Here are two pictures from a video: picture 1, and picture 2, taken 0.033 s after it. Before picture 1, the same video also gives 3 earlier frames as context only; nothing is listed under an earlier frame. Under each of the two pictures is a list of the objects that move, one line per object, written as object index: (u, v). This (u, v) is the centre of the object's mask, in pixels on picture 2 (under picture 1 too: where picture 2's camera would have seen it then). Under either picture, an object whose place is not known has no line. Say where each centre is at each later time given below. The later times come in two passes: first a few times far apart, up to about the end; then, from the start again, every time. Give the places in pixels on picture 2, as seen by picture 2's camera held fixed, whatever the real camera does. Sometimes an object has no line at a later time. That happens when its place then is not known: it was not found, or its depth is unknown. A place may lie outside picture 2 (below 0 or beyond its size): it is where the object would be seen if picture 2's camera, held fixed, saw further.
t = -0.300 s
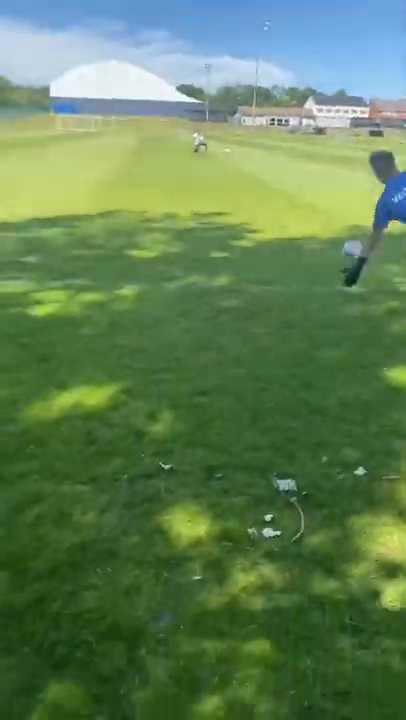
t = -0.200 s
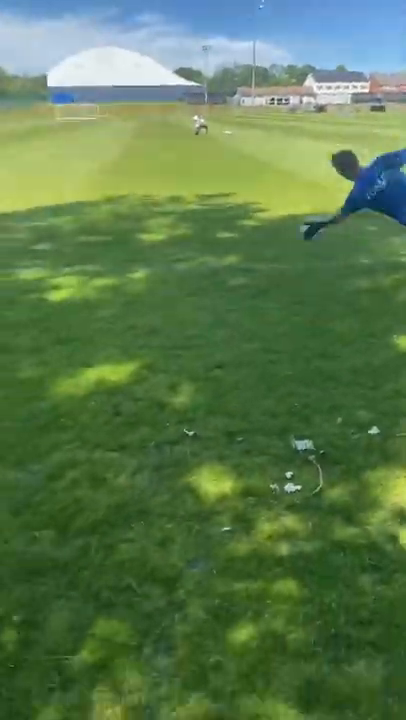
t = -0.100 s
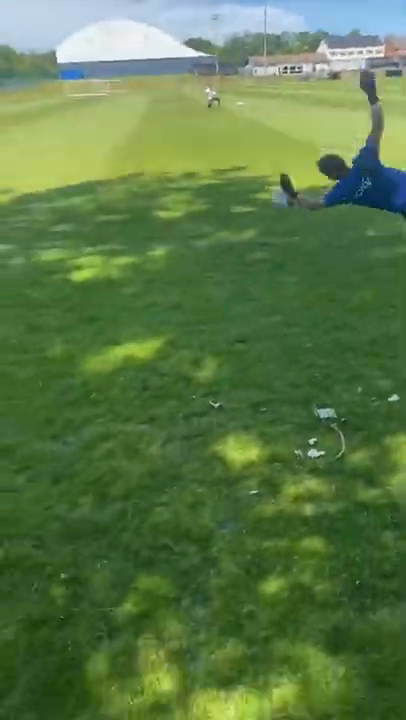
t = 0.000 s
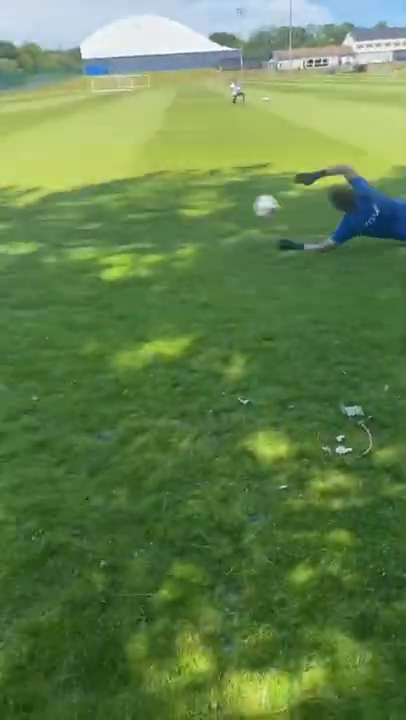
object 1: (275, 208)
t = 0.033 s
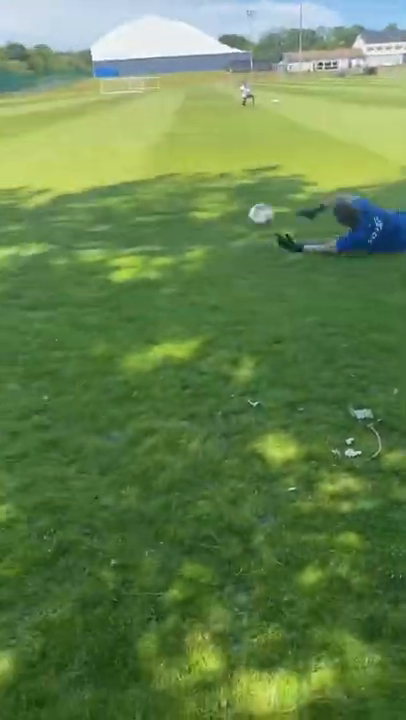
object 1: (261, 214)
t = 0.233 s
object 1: (168, 219)
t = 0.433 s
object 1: (68, 235)
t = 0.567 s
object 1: (6, 240)
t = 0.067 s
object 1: (246, 221)
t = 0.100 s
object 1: (233, 229)
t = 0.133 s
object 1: (217, 227)
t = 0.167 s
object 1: (202, 223)
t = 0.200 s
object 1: (183, 219)
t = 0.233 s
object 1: (168, 219)
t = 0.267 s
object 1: (152, 218)
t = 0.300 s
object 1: (136, 220)
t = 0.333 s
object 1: (117, 221)
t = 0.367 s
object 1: (101, 225)
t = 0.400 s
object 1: (85, 229)
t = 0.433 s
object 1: (68, 235)
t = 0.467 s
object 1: (49, 243)
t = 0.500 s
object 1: (33, 250)
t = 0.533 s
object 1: (17, 245)
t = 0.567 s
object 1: (6, 240)
